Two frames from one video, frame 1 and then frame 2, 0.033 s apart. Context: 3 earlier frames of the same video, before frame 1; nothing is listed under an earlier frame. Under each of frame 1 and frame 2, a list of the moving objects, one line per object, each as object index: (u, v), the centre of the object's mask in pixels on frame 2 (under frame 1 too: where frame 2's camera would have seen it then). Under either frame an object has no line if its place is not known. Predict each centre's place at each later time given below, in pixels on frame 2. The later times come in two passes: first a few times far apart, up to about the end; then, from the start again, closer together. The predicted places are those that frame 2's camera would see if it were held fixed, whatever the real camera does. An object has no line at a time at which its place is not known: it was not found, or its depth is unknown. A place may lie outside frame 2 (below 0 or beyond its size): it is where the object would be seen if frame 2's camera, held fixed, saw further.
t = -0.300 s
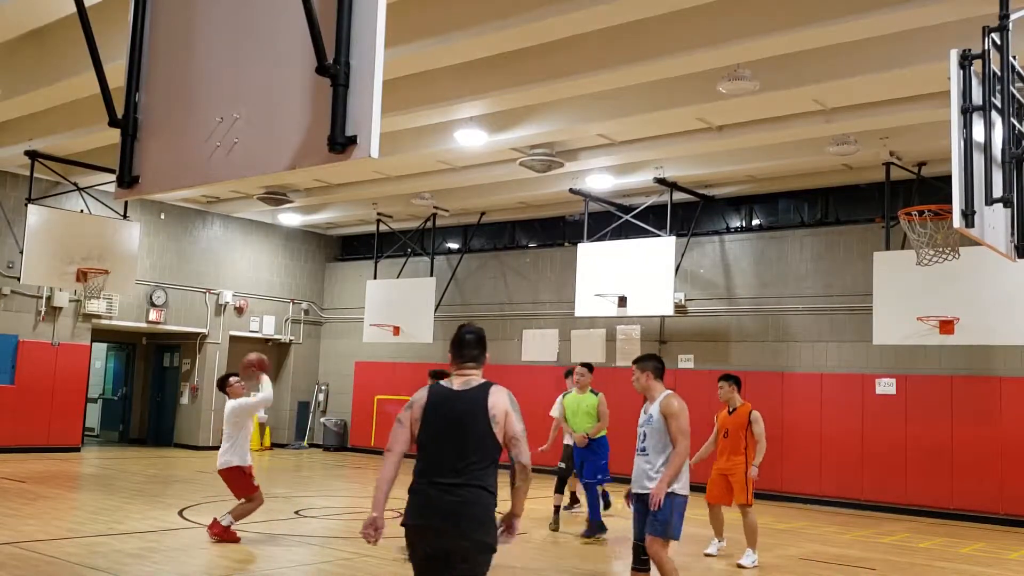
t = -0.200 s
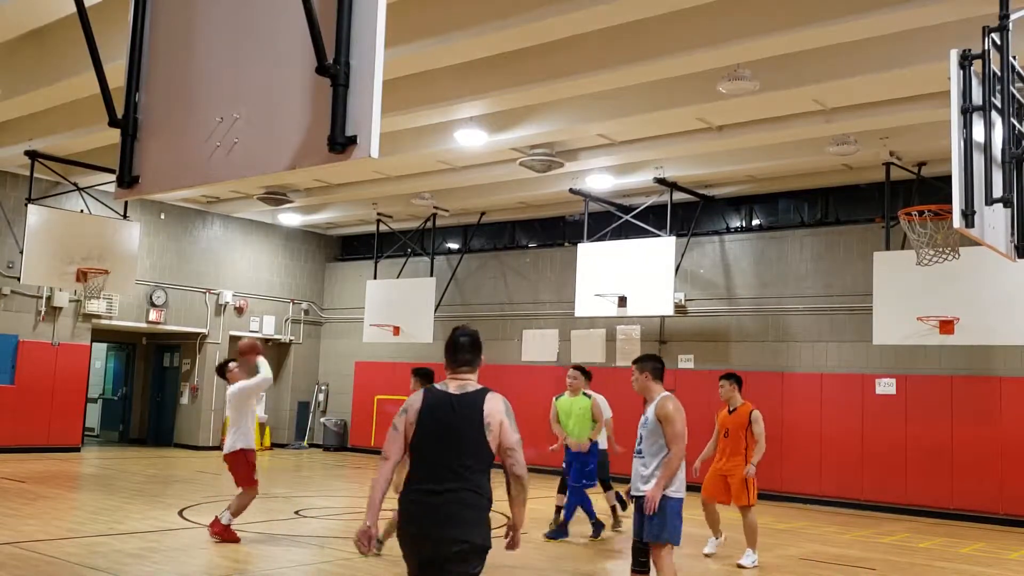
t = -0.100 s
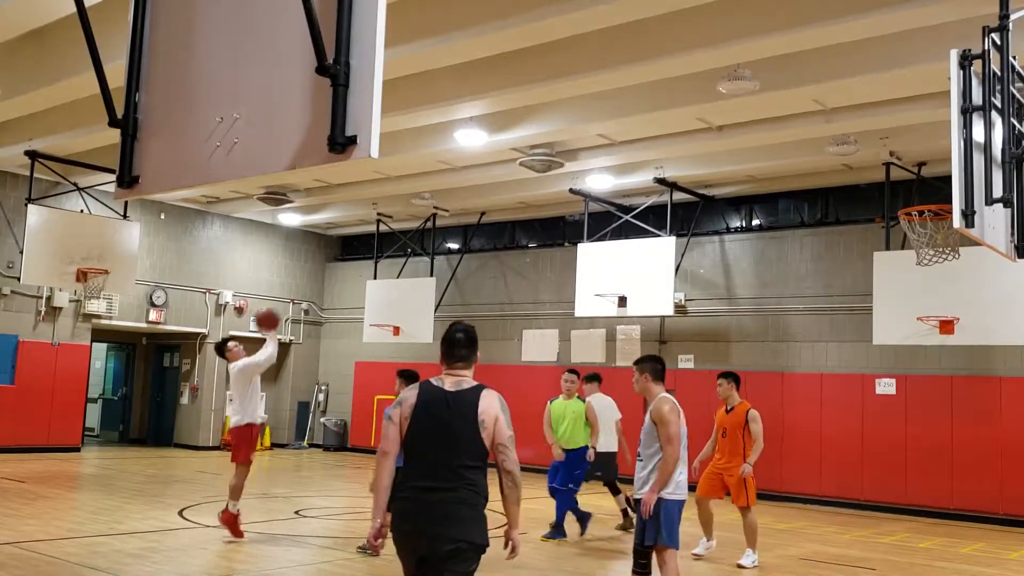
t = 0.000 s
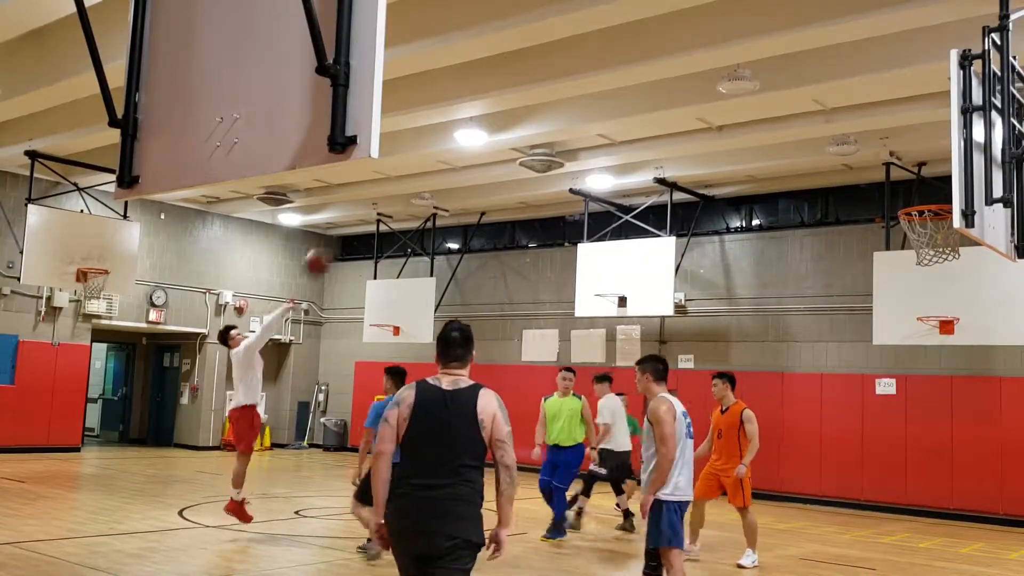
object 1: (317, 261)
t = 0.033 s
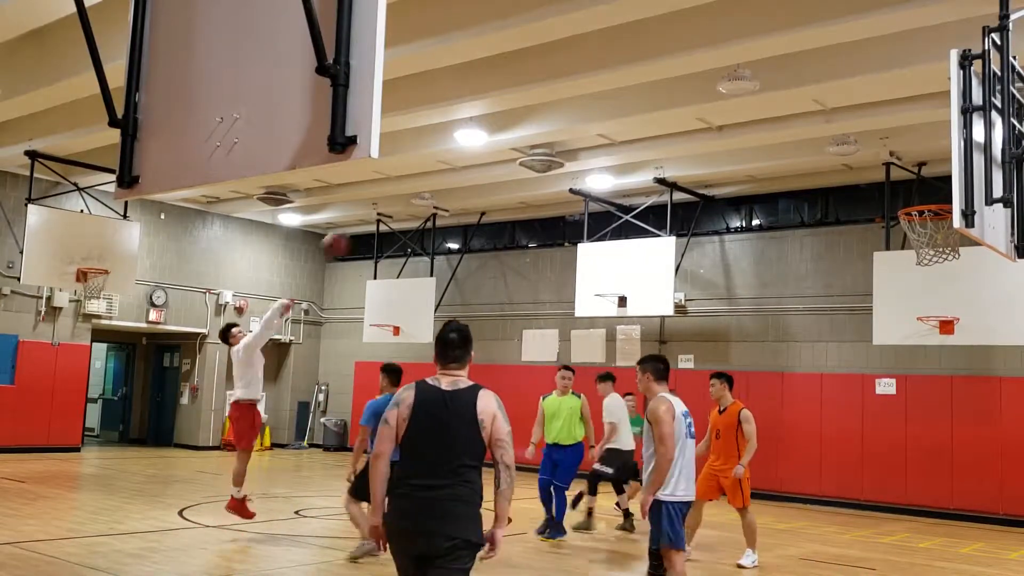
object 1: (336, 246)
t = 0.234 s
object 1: (455, 155)
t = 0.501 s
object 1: (620, 89)
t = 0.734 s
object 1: (774, 93)
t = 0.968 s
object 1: (940, 166)
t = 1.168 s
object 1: (907, 171)
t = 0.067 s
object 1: (356, 229)
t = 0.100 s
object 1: (377, 211)
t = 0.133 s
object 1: (396, 195)
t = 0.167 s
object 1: (416, 180)
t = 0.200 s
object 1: (437, 166)
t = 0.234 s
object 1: (455, 155)
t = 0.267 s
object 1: (476, 143)
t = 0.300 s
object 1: (497, 130)
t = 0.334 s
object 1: (516, 120)
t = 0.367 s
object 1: (537, 112)
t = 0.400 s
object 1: (557, 105)
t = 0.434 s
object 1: (578, 99)
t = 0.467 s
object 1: (599, 93)
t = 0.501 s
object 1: (620, 89)
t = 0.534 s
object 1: (641, 86)
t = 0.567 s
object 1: (663, 84)
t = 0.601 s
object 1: (685, 84)
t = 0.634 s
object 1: (707, 84)
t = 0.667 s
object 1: (729, 86)
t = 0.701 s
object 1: (752, 88)
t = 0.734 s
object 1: (774, 93)
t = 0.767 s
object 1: (797, 99)
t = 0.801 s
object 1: (820, 107)
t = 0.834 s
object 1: (843, 115)
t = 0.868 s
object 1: (867, 126)
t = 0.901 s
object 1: (892, 138)
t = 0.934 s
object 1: (917, 151)
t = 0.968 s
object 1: (940, 166)
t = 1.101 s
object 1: (935, 184)
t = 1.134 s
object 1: (921, 177)
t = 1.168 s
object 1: (907, 171)
